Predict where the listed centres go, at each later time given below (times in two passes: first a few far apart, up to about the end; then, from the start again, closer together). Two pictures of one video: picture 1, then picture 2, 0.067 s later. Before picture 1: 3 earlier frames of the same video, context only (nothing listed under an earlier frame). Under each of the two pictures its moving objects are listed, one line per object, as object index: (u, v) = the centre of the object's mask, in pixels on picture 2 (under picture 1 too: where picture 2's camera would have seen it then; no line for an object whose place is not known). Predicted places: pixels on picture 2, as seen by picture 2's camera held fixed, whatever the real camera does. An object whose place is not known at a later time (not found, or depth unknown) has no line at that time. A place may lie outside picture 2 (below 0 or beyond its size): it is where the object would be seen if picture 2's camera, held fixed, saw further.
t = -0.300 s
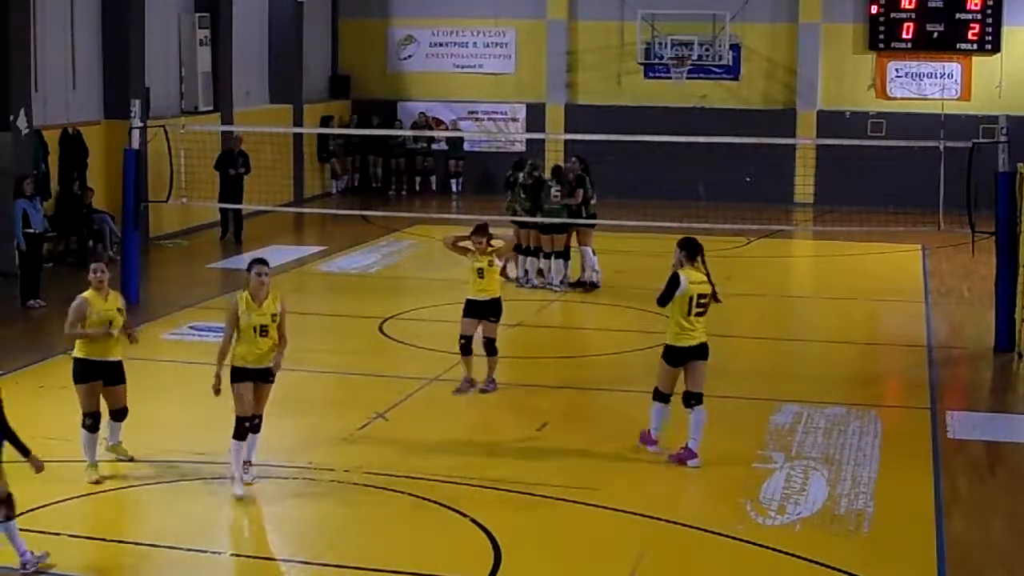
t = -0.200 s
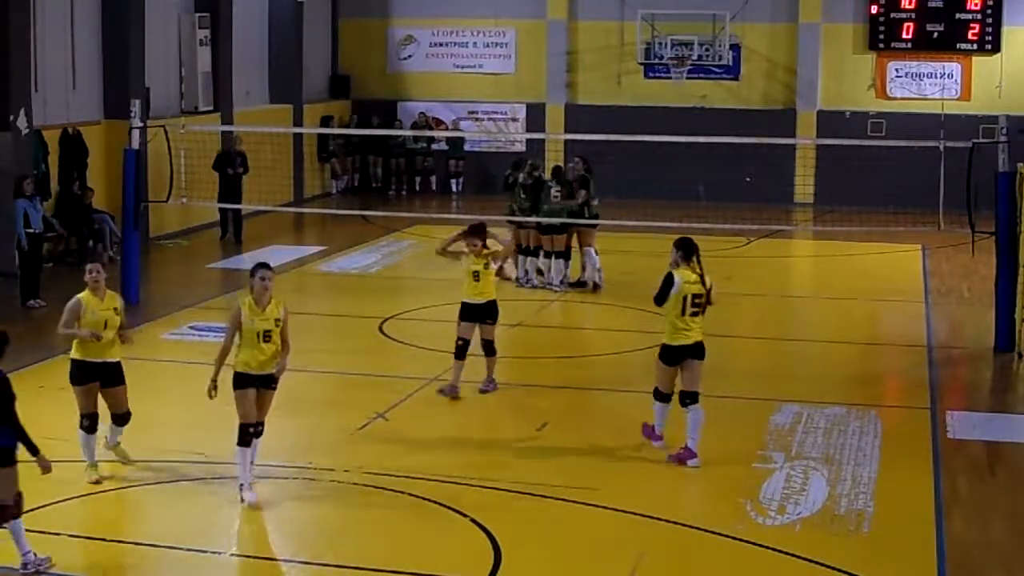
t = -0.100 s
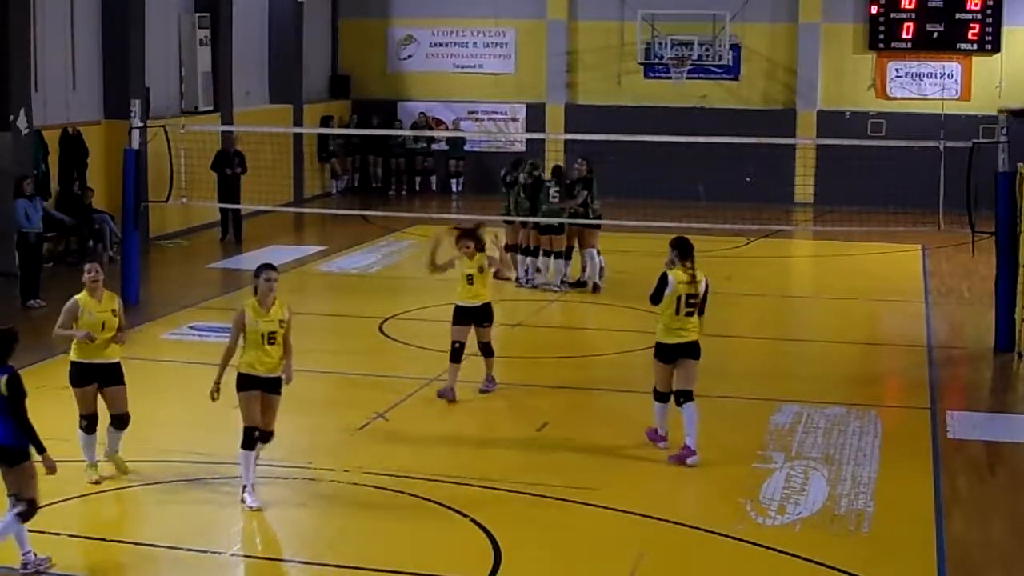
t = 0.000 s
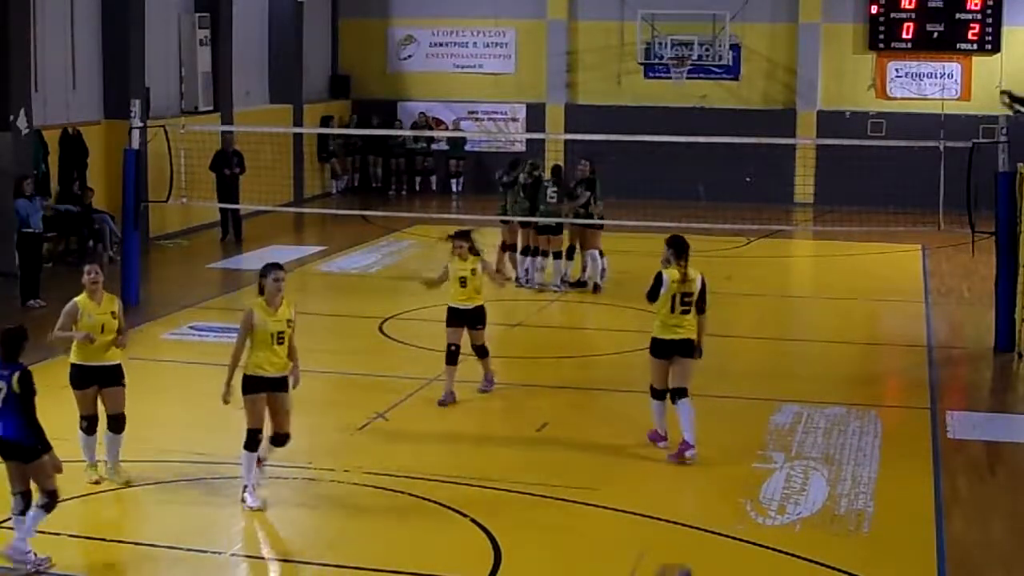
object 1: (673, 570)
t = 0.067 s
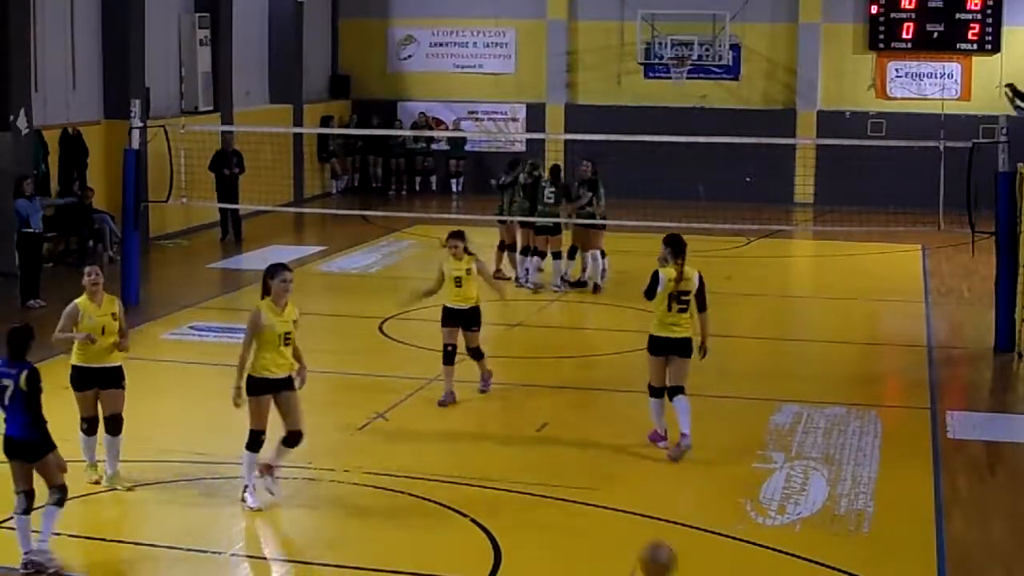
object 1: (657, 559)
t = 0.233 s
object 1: (626, 540)
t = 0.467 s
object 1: (602, 421)
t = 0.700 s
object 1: (584, 396)
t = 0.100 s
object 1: (649, 553)
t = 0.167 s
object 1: (635, 545)
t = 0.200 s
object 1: (630, 546)
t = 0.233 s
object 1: (626, 540)
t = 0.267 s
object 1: (622, 514)
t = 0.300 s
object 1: (618, 490)
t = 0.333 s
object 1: (614, 474)
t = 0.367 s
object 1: (612, 458)
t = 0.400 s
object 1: (607, 442)
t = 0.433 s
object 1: (605, 431)
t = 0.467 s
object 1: (602, 421)
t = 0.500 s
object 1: (599, 411)
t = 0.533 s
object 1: (597, 406)
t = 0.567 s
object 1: (595, 401)
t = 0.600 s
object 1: (592, 397)
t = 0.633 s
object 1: (589, 396)
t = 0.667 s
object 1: (586, 395)
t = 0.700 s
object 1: (584, 396)
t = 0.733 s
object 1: (582, 398)
